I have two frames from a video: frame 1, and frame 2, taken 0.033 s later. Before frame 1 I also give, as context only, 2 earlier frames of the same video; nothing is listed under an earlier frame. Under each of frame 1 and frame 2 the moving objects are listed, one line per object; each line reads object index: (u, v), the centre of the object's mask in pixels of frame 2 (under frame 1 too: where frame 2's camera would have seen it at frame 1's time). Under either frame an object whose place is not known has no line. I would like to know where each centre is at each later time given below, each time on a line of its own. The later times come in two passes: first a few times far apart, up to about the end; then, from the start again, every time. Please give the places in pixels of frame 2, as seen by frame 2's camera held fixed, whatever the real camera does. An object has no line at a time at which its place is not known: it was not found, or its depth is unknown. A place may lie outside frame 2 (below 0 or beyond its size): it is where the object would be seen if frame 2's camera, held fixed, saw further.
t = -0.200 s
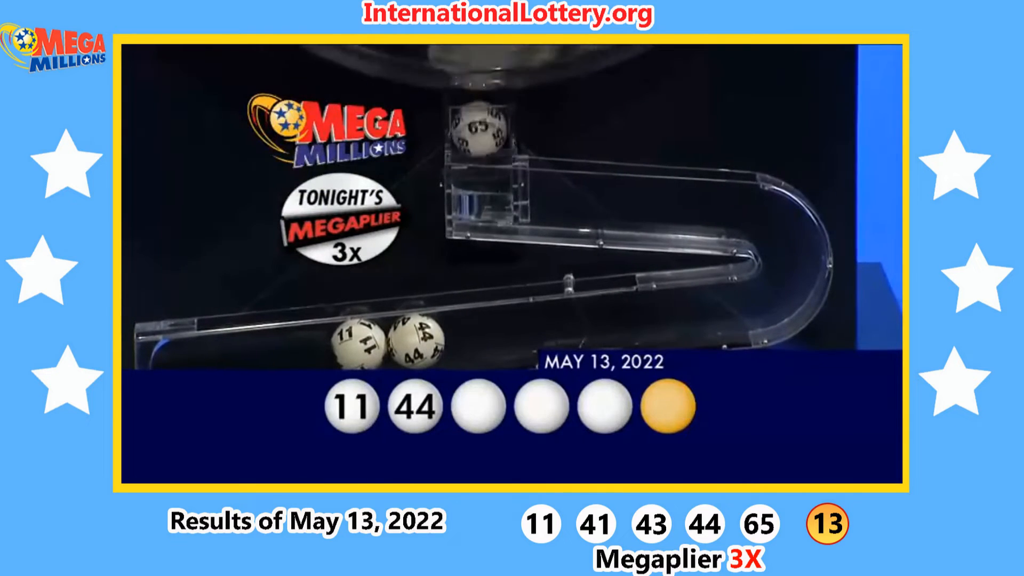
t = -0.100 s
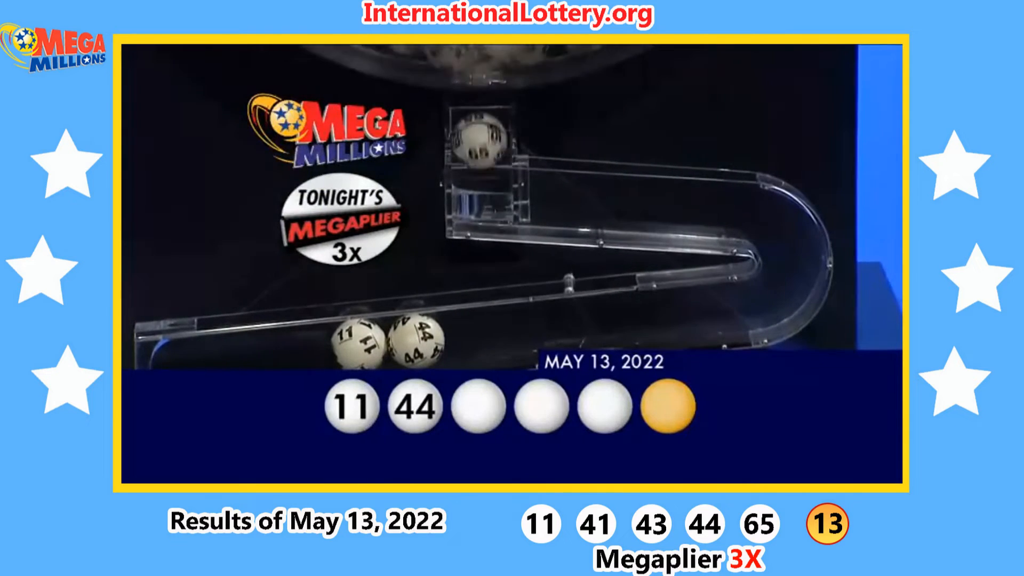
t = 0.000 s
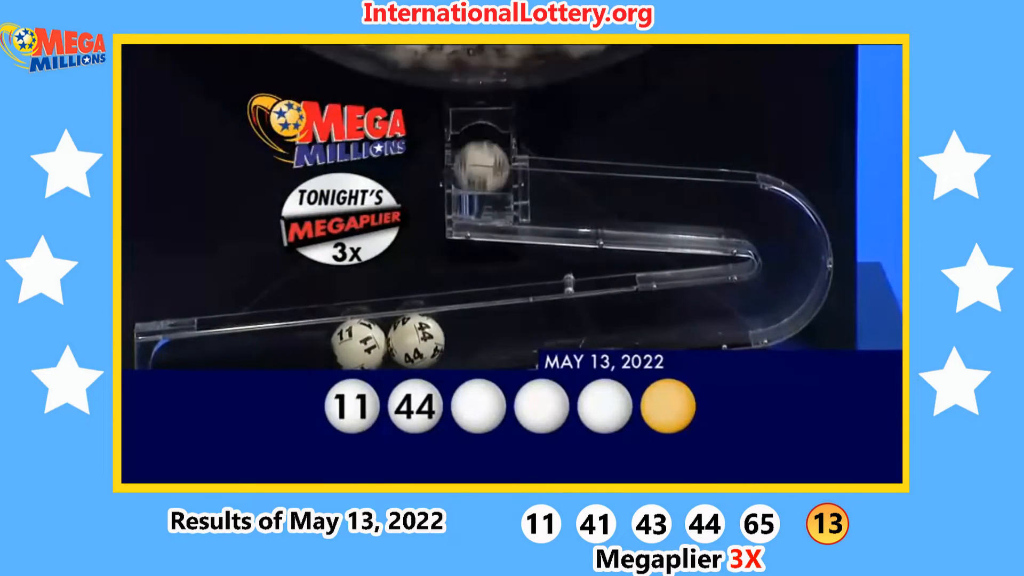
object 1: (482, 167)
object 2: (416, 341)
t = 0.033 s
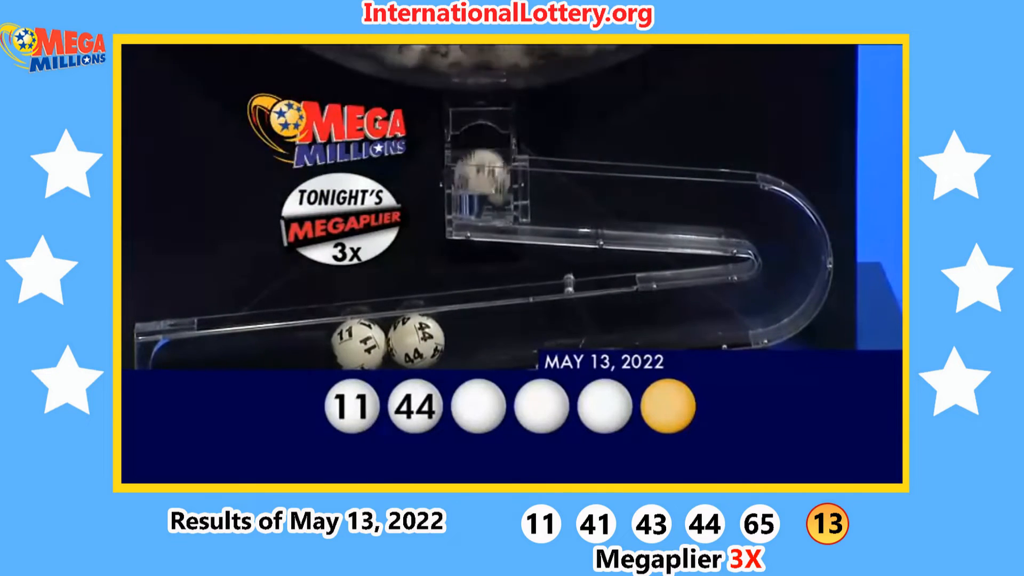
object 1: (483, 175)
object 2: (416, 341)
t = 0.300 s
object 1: (589, 206)
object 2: (416, 341)
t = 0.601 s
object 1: (787, 236)
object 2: (416, 341)
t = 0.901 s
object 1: (511, 331)
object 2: (416, 341)
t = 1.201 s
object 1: (503, 331)
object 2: (445, 337)
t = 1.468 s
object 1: (493, 333)
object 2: (429, 339)
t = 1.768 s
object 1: (471, 335)
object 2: (415, 341)
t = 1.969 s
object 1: (472, 335)
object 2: (415, 341)
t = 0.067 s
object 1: (485, 181)
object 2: (416, 341)
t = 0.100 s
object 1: (487, 188)
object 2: (416, 341)
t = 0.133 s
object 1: (494, 195)
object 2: (416, 341)
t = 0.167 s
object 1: (510, 200)
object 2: (416, 341)
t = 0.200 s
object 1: (530, 201)
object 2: (416, 341)
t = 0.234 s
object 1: (551, 202)
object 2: (416, 341)
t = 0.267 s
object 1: (569, 204)
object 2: (416, 342)
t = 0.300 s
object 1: (589, 206)
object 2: (416, 341)
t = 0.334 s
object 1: (607, 206)
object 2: (416, 341)
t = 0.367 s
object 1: (628, 207)
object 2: (416, 341)
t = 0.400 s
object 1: (649, 208)
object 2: (416, 341)
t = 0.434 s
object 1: (670, 209)
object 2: (416, 341)
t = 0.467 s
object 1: (693, 211)
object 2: (416, 341)
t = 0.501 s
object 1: (717, 213)
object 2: (416, 341)
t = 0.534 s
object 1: (740, 214)
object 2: (416, 341)
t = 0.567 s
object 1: (764, 220)
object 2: (416, 341)
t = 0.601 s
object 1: (787, 236)
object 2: (416, 341)
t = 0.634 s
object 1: (790, 269)
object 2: (416, 341)
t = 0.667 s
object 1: (765, 302)
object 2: (416, 341)
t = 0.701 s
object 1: (725, 310)
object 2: (416, 341)
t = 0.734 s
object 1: (687, 313)
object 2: (416, 341)
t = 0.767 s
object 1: (651, 316)
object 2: (416, 341)
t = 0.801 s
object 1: (617, 320)
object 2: (416, 341)
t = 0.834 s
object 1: (582, 323)
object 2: (416, 342)
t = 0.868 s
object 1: (547, 325)
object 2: (416, 341)
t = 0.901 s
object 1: (511, 331)
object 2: (416, 341)
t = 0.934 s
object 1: (476, 335)
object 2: (415, 341)
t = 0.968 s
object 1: (471, 332)
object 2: (413, 339)
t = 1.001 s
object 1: (481, 333)
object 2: (419, 339)
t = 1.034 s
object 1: (488, 331)
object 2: (426, 338)
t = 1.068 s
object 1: (494, 332)
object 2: (431, 337)
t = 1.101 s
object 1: (497, 331)
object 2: (436, 338)
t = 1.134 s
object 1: (500, 330)
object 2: (440, 337)
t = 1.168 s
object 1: (502, 332)
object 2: (443, 336)
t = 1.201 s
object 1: (503, 331)
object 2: (445, 337)
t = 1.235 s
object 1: (504, 331)
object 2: (446, 337)
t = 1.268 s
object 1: (504, 331)
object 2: (446, 337)
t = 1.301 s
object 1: (503, 331)
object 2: (446, 337)
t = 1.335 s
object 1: (503, 331)
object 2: (444, 337)
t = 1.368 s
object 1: (501, 332)
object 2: (442, 337)
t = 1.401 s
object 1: (499, 333)
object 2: (438, 338)
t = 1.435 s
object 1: (496, 333)
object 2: (434, 338)
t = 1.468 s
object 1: (493, 333)
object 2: (429, 339)
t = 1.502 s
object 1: (488, 333)
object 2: (424, 339)
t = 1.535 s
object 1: (483, 334)
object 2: (418, 340)
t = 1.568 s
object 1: (478, 334)
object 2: (415, 340)
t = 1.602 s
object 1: (472, 334)
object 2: (415, 340)
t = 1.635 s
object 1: (471, 335)
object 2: (415, 341)
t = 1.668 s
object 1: (472, 335)
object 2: (415, 341)
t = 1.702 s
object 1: (472, 335)
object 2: (415, 341)
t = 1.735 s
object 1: (471, 335)
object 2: (415, 341)
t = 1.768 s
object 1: (471, 335)
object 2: (415, 341)
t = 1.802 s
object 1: (471, 335)
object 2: (415, 341)
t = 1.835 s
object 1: (472, 335)
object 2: (415, 341)
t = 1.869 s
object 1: (472, 335)
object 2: (415, 341)
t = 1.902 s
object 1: (472, 335)
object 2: (415, 341)
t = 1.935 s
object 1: (472, 335)
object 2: (415, 341)
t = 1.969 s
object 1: (472, 335)
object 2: (415, 341)
